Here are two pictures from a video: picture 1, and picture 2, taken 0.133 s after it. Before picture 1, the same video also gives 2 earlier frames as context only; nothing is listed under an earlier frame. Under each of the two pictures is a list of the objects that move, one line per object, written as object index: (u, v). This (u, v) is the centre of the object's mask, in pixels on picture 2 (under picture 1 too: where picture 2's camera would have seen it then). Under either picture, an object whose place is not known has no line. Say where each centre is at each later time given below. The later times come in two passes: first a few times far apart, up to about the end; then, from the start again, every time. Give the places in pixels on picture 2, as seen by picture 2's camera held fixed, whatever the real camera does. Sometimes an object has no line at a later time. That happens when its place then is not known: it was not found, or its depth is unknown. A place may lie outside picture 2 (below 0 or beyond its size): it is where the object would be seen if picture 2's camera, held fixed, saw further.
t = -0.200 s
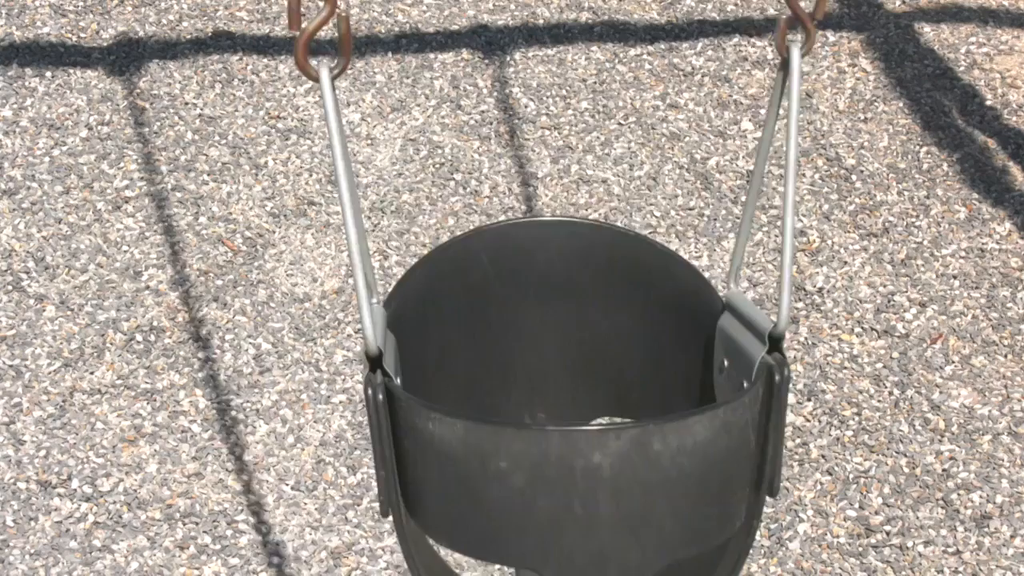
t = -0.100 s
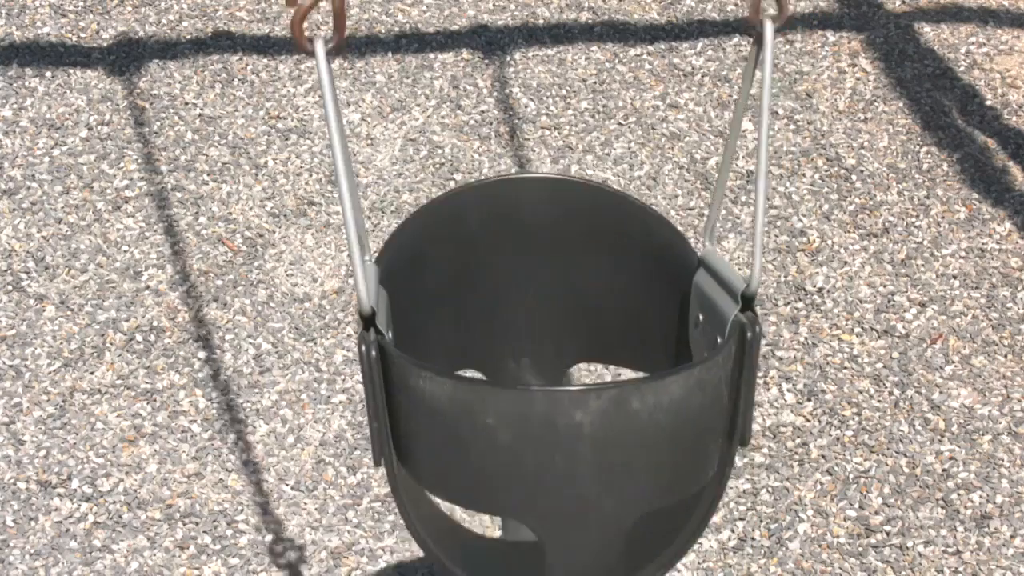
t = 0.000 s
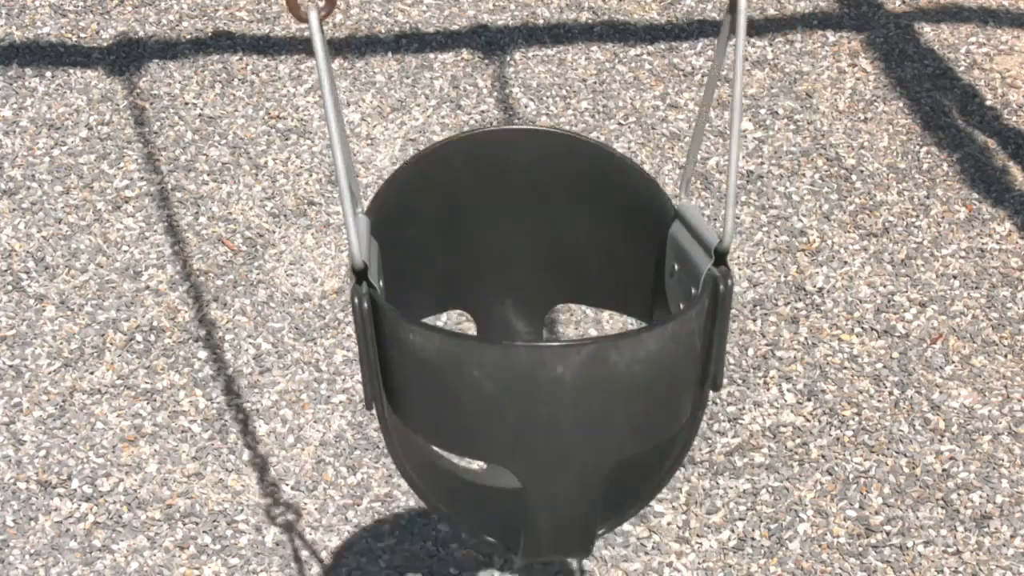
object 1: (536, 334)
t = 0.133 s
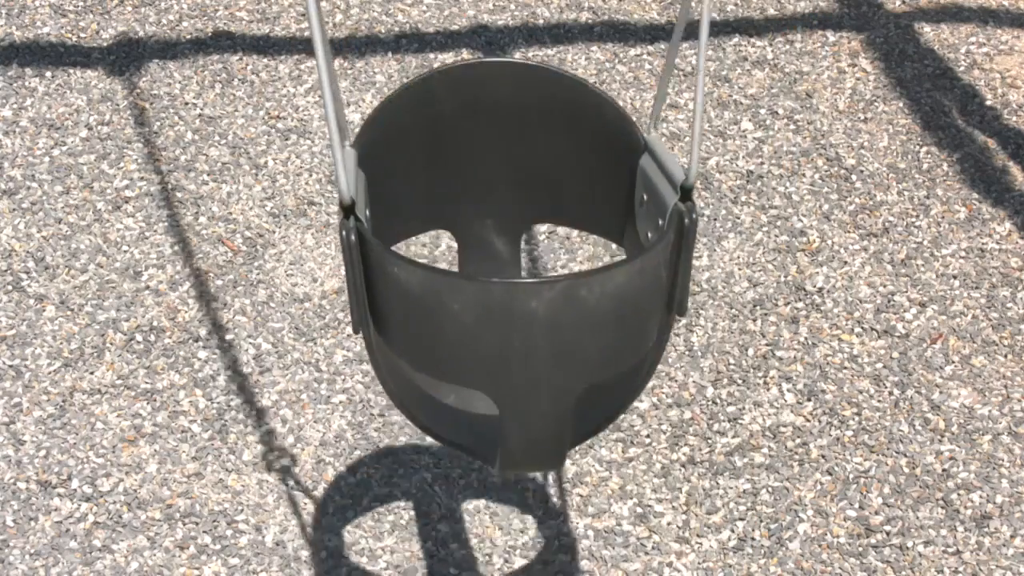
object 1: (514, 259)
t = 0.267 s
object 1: (492, 188)
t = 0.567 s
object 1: (461, 118)
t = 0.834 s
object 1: (454, 125)
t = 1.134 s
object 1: (468, 213)
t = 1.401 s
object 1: (510, 360)
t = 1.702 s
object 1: (576, 434)
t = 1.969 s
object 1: (615, 457)
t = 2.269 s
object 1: (600, 440)
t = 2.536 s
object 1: (547, 389)
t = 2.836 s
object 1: (487, 253)
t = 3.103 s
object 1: (455, 156)
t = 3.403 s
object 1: (450, 134)
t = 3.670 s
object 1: (475, 174)
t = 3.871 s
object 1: (509, 255)
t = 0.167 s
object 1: (507, 240)
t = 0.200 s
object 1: (502, 222)
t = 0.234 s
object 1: (496, 204)
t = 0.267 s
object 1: (492, 188)
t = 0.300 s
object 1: (487, 175)
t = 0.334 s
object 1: (483, 164)
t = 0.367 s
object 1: (482, 155)
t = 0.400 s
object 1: (475, 146)
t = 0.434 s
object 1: (471, 139)
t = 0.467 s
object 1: (473, 135)
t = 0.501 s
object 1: (471, 130)
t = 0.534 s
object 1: (463, 122)
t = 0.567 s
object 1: (461, 118)
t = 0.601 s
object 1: (465, 120)
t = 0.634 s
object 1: (457, 114)
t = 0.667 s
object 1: (455, 114)
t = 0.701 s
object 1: (454, 114)
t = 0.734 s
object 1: (461, 120)
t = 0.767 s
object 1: (459, 121)
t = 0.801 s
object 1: (459, 124)
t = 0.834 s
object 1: (454, 125)
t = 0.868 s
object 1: (458, 133)
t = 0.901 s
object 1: (453, 136)
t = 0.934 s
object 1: (454, 143)
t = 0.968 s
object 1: (456, 151)
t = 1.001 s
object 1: (457, 160)
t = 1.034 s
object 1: (459, 170)
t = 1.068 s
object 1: (461, 182)
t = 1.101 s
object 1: (463, 196)
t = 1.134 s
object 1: (468, 213)
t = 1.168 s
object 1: (471, 231)
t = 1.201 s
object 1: (476, 250)
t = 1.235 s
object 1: (480, 268)
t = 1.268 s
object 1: (486, 288)
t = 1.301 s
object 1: (491, 306)
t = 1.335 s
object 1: (498, 326)
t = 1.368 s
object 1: (505, 345)
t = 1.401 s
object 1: (510, 360)
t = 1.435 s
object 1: (517, 373)
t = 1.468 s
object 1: (526, 384)
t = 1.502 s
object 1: (533, 394)
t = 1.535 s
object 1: (541, 399)
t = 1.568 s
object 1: (548, 409)
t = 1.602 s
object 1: (555, 417)
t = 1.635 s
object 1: (561, 423)
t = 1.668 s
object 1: (570, 429)
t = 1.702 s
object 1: (576, 434)
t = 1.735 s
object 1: (583, 439)
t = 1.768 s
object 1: (588, 443)
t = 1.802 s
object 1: (595, 447)
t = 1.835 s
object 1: (601, 450)
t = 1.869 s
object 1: (604, 452)
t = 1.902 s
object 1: (608, 454)
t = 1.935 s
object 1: (612, 455)
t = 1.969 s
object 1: (615, 457)
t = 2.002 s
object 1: (616, 456)
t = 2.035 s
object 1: (617, 456)
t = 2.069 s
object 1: (617, 455)
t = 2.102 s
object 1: (617, 455)
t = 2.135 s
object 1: (615, 452)
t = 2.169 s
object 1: (612, 449)
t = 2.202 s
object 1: (605, 448)
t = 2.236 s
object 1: (605, 444)
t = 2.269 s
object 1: (600, 440)
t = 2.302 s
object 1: (590, 436)
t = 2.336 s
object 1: (585, 432)
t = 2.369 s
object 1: (579, 425)
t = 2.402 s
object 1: (573, 418)
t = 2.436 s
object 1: (571, 410)
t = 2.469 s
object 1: (564, 404)
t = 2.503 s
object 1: (556, 395)
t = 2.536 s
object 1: (547, 389)
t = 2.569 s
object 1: (541, 378)
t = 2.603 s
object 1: (534, 368)
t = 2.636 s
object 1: (526, 353)
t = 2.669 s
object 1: (519, 337)
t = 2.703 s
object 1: (511, 320)
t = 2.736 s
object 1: (506, 304)
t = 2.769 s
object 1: (500, 287)
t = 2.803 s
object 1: (494, 270)
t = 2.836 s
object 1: (487, 253)
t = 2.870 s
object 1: (483, 237)
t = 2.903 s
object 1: (478, 222)
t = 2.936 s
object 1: (473, 207)
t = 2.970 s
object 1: (468, 192)
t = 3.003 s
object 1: (464, 180)
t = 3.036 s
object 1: (461, 171)
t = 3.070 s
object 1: (458, 163)
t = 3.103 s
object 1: (455, 156)
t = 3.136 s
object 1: (457, 151)
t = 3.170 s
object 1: (455, 146)
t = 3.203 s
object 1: (454, 142)
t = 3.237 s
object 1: (454, 139)
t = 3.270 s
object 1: (453, 137)
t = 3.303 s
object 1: (449, 133)
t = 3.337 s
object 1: (455, 135)
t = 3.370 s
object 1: (455, 135)
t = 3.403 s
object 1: (450, 134)
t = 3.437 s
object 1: (453, 136)
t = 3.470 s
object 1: (455, 139)
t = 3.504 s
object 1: (457, 143)
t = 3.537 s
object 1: (460, 146)
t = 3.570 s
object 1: (464, 152)
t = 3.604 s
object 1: (466, 158)
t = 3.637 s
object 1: (471, 166)
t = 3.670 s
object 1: (475, 174)
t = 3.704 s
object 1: (481, 184)
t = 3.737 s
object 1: (485, 195)
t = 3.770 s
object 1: (492, 209)
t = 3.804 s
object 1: (496, 224)
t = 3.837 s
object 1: (503, 240)
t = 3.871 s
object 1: (509, 255)
